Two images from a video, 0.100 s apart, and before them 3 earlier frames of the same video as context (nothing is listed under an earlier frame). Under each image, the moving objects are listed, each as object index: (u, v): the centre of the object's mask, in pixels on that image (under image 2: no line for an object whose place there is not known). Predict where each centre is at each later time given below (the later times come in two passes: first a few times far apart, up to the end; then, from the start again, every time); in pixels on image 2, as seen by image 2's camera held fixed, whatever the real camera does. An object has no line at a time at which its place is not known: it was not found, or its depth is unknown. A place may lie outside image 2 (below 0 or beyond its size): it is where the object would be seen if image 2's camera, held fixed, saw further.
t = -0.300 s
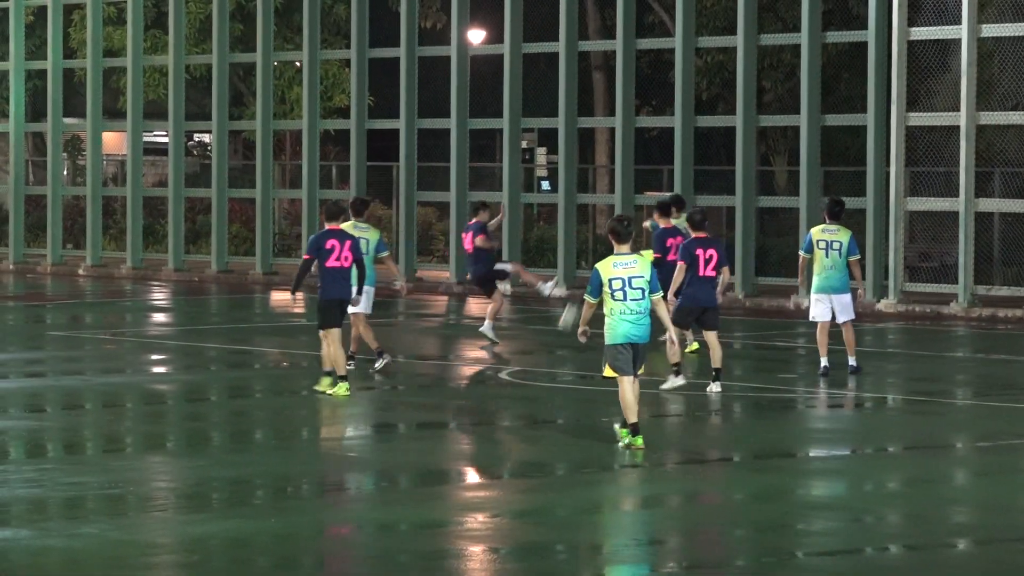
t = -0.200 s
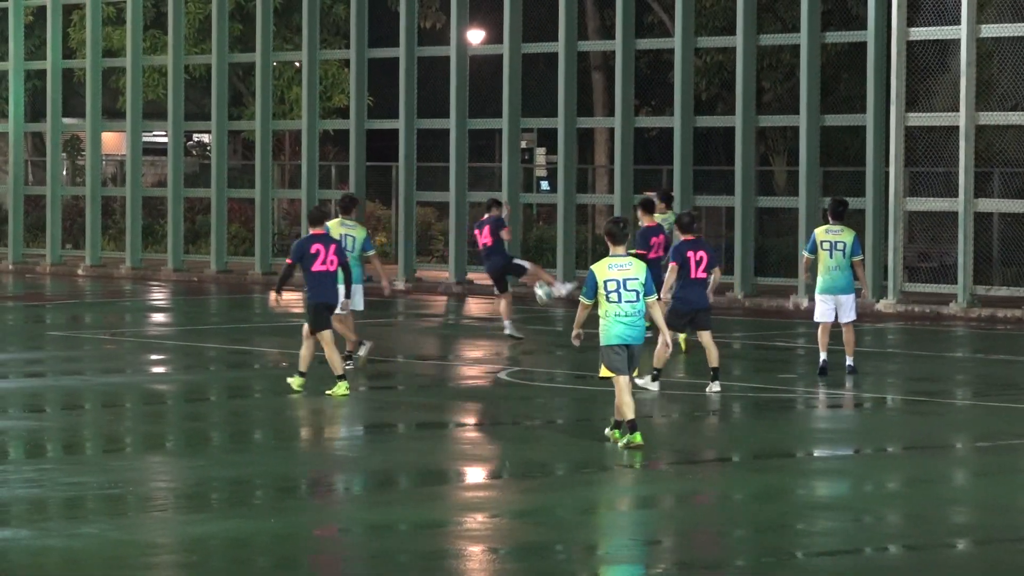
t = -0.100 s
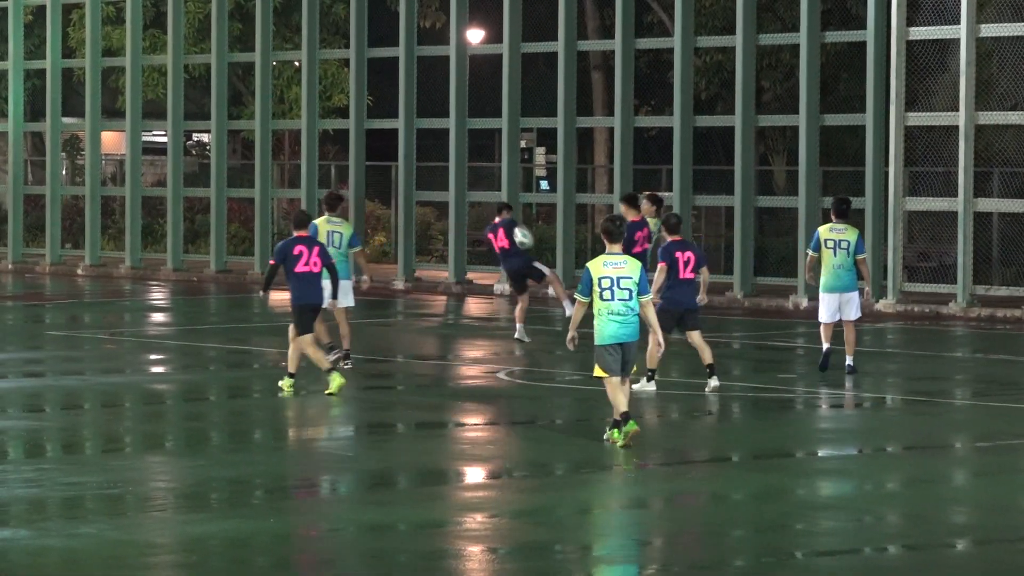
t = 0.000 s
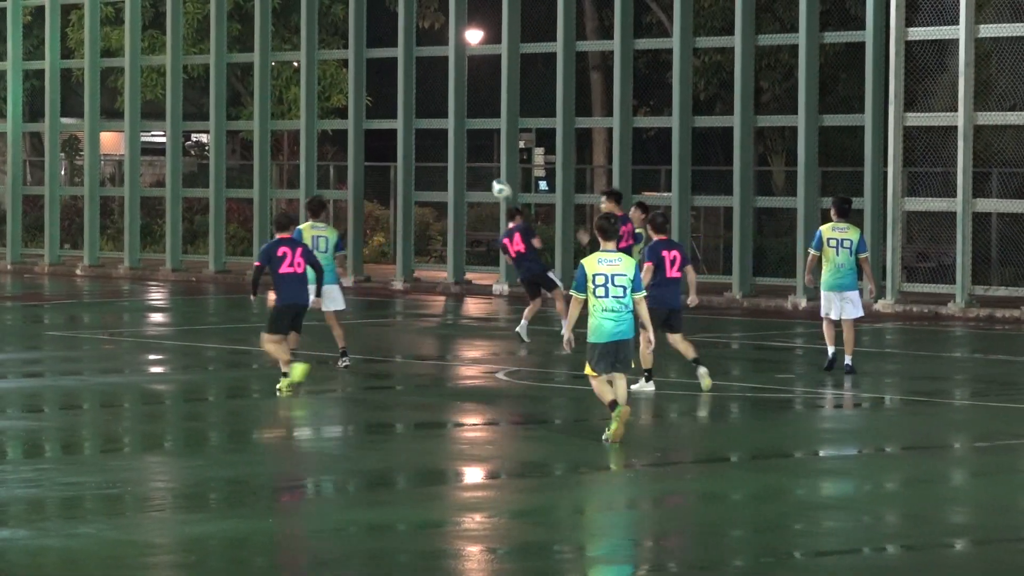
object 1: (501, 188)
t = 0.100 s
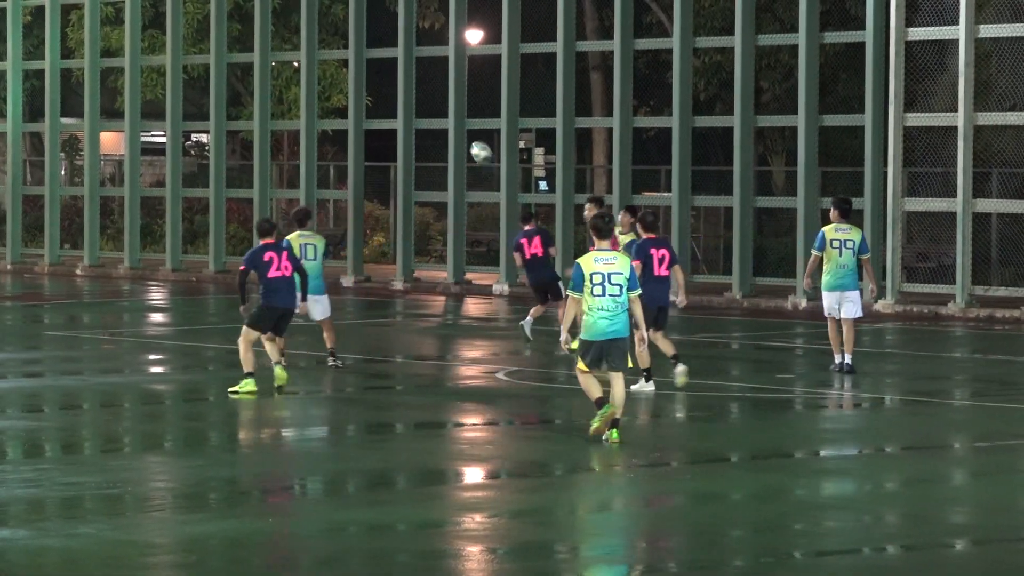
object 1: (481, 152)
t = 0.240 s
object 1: (449, 112)
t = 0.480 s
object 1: (393, 88)
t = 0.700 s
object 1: (340, 113)
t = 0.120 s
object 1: (476, 145)
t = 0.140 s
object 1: (472, 139)
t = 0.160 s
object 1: (467, 133)
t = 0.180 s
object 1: (463, 127)
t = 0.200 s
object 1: (459, 122)
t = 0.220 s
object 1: (454, 117)
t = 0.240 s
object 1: (449, 112)
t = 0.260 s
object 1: (444, 108)
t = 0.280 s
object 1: (440, 104)
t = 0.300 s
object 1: (436, 102)
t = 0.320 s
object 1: (431, 98)
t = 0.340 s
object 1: (427, 96)
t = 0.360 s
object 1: (422, 93)
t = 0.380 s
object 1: (418, 92)
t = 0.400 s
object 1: (413, 90)
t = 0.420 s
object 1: (408, 89)
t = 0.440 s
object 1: (404, 88)
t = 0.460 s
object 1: (398, 88)
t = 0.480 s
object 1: (393, 88)
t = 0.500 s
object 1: (389, 88)
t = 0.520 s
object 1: (385, 89)
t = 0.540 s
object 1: (380, 90)
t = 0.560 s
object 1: (375, 92)
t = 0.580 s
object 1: (370, 93)
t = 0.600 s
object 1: (365, 96)
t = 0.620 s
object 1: (360, 98)
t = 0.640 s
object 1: (355, 102)
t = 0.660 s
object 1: (350, 105)
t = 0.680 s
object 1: (345, 109)
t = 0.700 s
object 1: (340, 113)
